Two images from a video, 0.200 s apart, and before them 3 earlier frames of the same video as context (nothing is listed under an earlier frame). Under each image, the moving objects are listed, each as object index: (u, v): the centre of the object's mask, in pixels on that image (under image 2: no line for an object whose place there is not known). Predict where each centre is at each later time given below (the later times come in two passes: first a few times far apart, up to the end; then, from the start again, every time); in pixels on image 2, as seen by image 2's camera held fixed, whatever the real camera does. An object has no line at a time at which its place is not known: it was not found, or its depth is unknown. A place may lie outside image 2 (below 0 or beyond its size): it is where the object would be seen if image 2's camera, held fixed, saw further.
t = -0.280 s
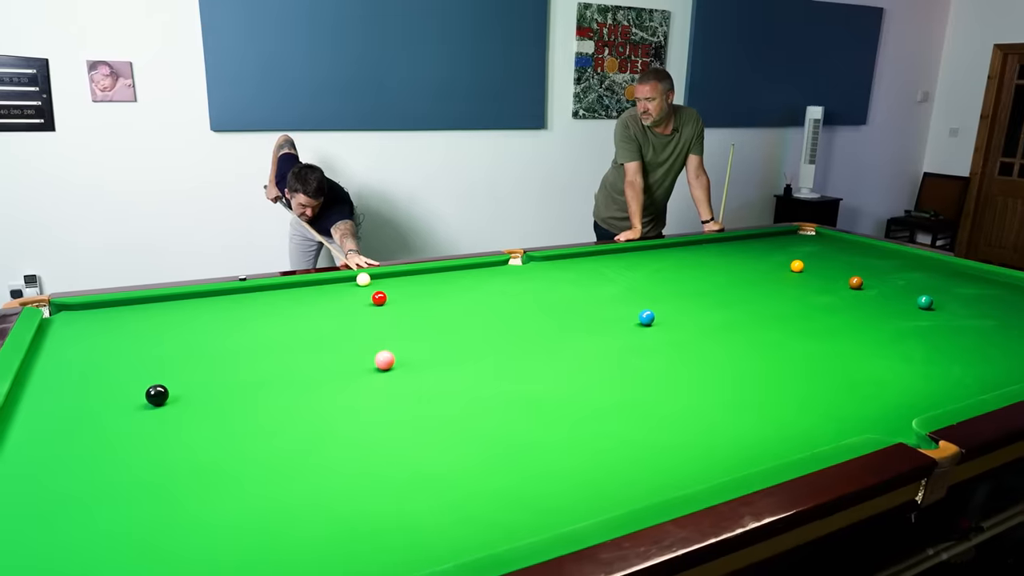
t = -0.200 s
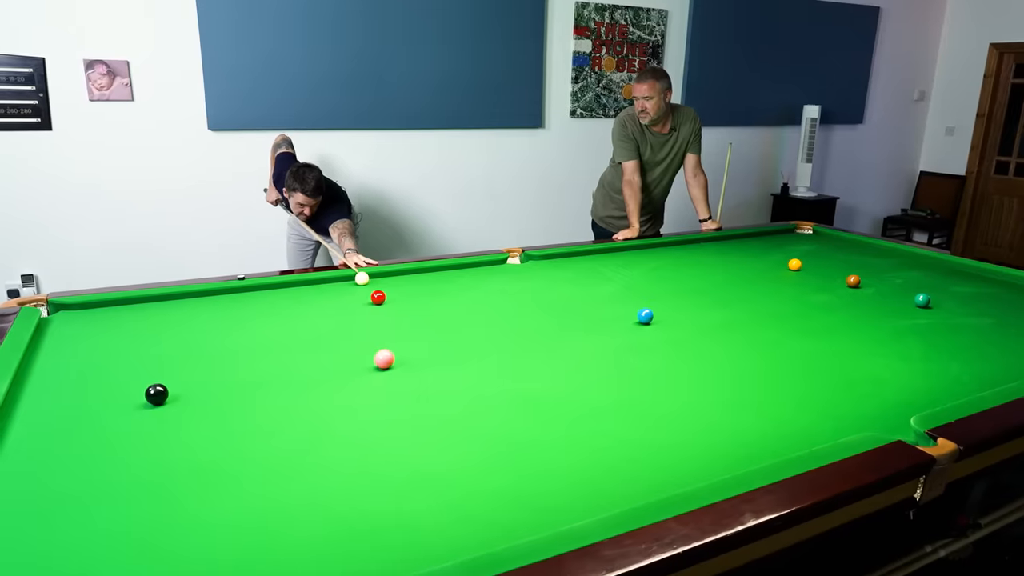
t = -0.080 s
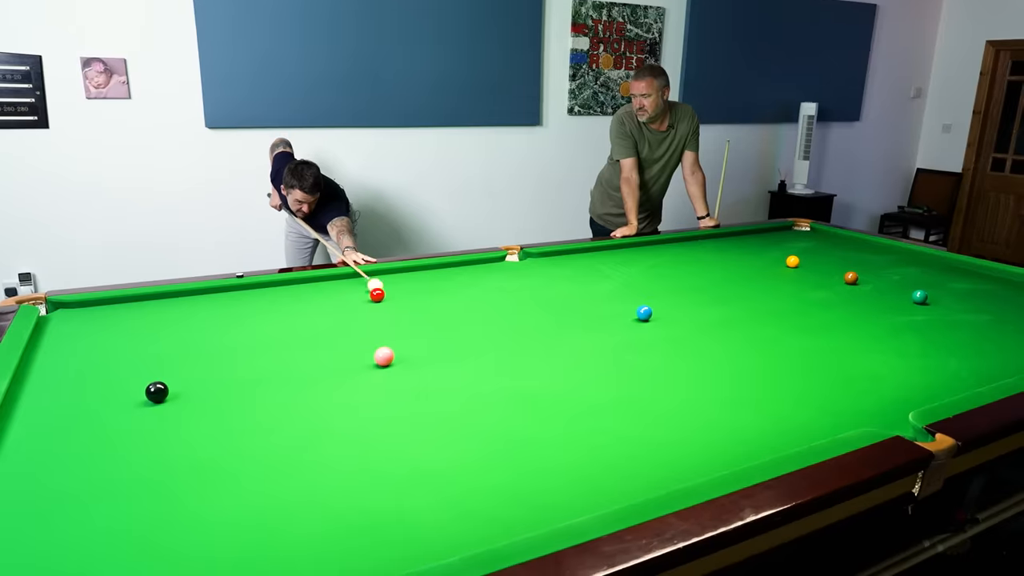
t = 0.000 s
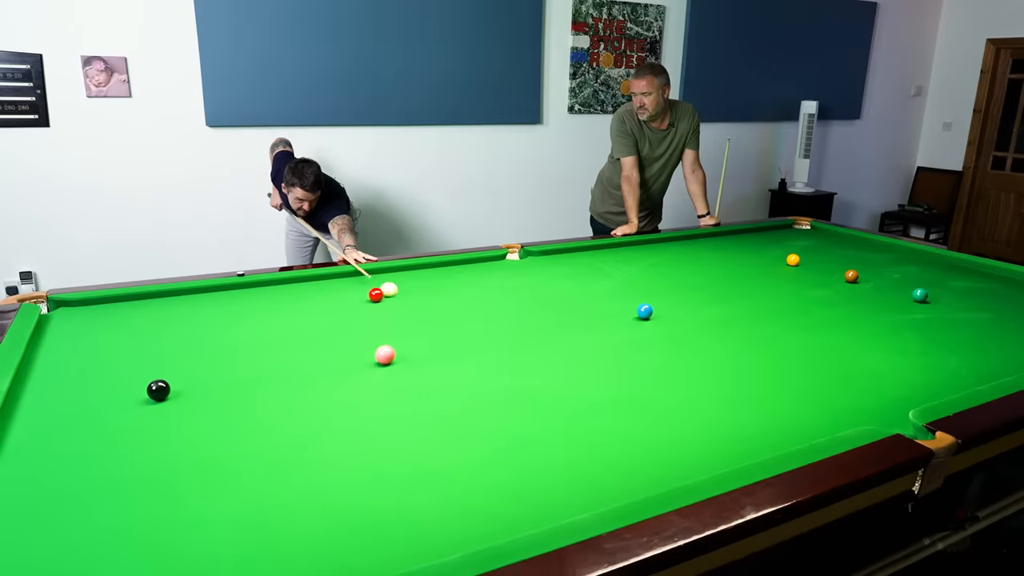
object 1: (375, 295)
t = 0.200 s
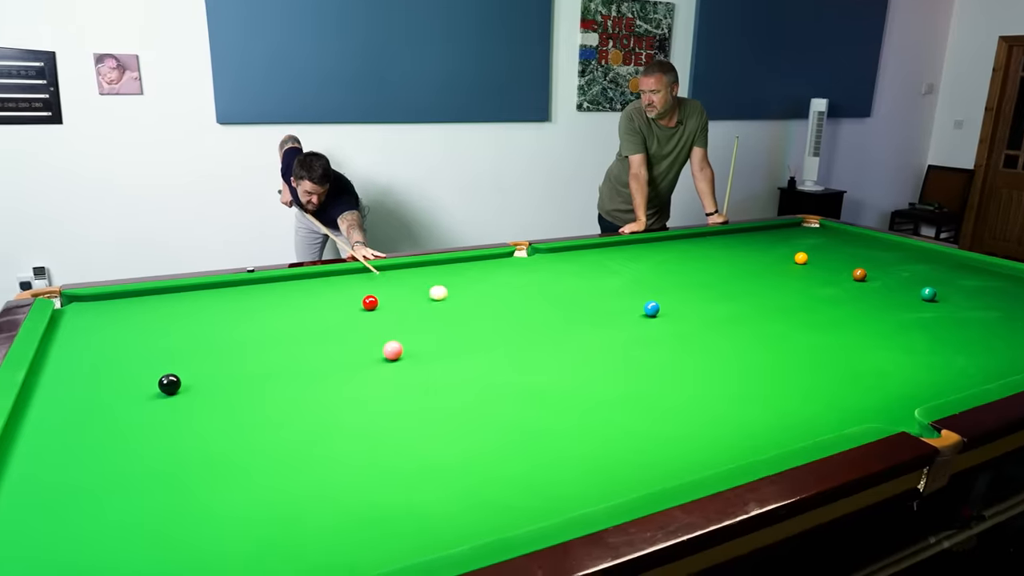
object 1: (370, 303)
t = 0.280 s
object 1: (365, 307)
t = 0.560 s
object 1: (345, 322)
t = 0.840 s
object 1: (325, 339)
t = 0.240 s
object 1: (367, 305)
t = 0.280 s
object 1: (365, 307)
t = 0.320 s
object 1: (362, 309)
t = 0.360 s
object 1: (359, 311)
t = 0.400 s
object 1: (357, 313)
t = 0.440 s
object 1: (354, 315)
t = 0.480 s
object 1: (351, 318)
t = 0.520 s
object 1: (348, 320)
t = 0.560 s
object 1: (345, 322)
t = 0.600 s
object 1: (343, 324)
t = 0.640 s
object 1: (340, 327)
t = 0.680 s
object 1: (337, 329)
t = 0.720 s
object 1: (334, 332)
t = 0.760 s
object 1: (331, 334)
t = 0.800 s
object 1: (329, 336)
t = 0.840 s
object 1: (325, 339)
